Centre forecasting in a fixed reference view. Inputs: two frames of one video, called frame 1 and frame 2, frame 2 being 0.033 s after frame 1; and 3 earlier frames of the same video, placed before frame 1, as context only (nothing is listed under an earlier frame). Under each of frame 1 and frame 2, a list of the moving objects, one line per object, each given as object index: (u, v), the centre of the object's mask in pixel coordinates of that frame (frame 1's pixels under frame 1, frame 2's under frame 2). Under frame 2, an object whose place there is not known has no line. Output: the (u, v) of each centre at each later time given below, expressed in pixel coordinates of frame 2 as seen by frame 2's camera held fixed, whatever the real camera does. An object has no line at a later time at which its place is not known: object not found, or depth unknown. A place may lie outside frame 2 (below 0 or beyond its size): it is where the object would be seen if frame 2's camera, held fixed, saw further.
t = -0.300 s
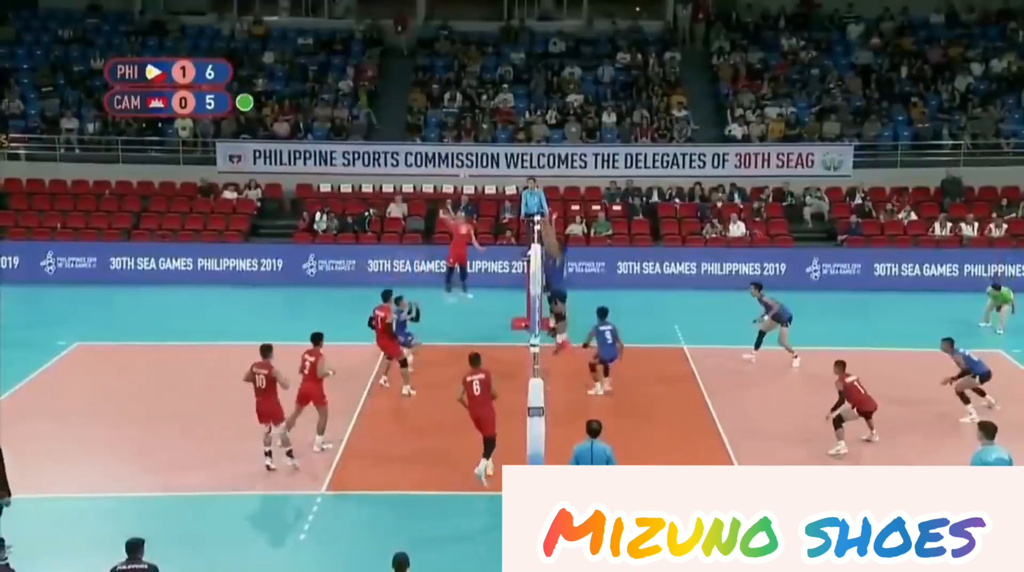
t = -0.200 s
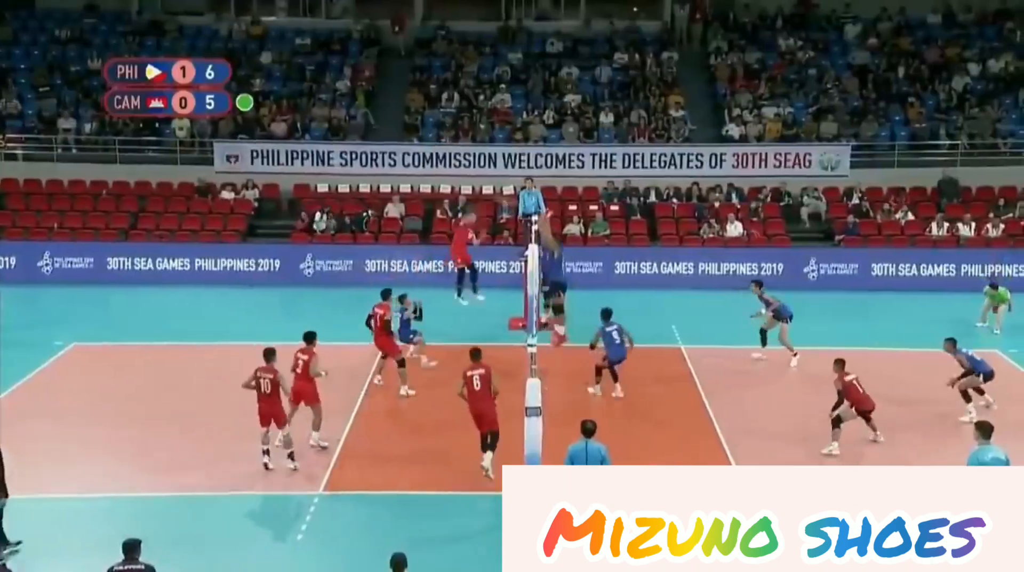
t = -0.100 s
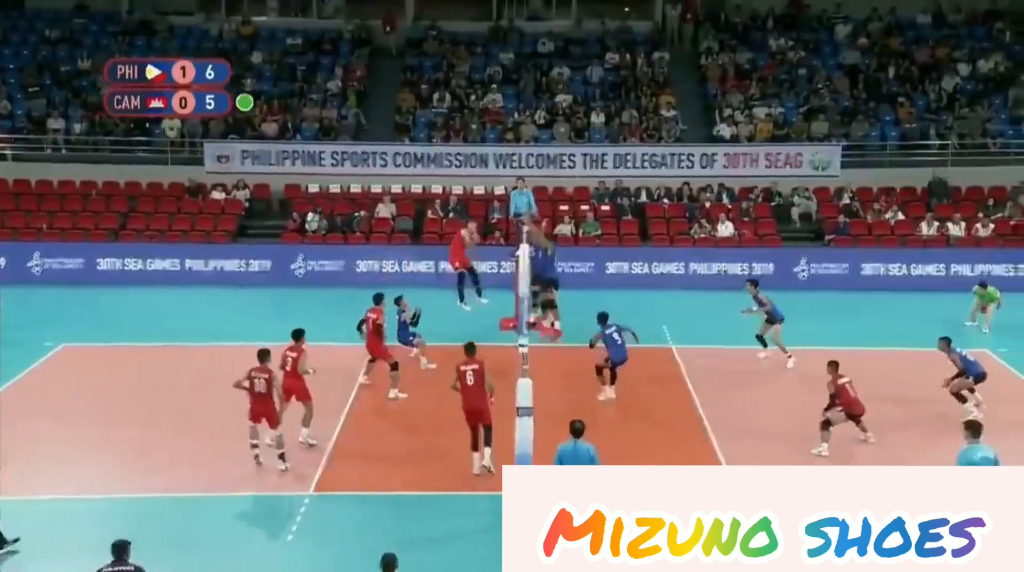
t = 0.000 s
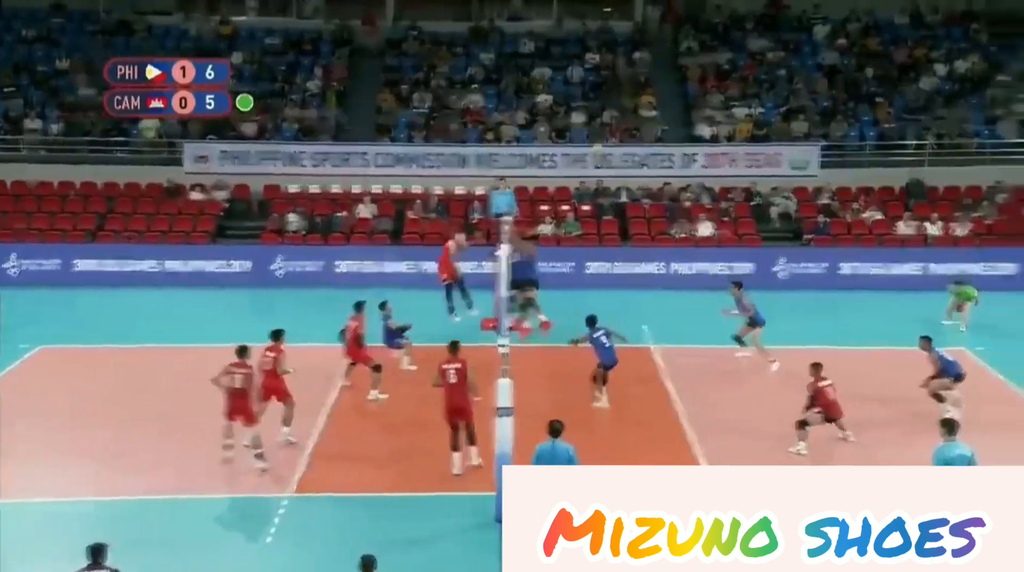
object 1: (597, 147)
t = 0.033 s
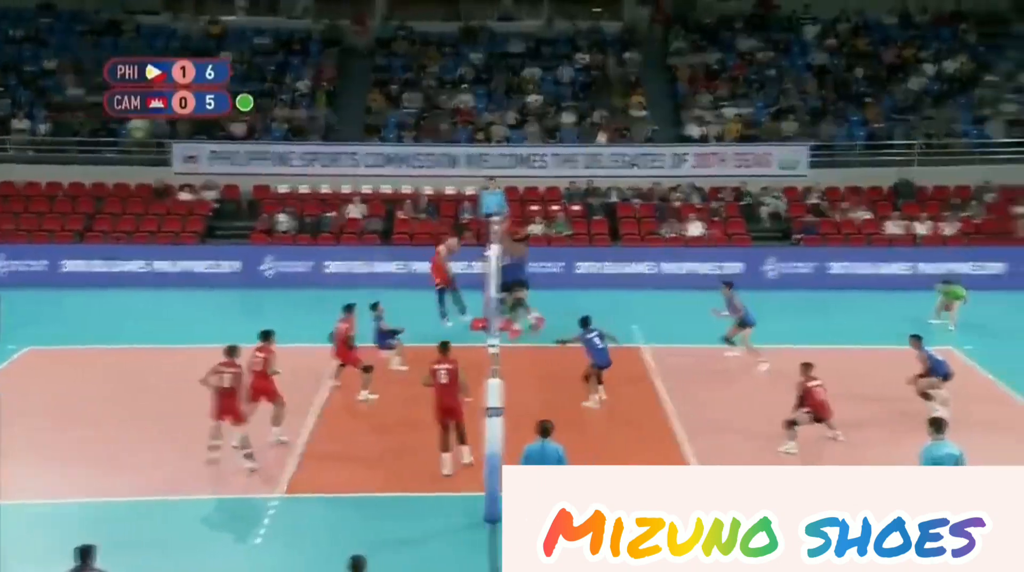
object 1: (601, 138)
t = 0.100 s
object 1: (632, 121)
